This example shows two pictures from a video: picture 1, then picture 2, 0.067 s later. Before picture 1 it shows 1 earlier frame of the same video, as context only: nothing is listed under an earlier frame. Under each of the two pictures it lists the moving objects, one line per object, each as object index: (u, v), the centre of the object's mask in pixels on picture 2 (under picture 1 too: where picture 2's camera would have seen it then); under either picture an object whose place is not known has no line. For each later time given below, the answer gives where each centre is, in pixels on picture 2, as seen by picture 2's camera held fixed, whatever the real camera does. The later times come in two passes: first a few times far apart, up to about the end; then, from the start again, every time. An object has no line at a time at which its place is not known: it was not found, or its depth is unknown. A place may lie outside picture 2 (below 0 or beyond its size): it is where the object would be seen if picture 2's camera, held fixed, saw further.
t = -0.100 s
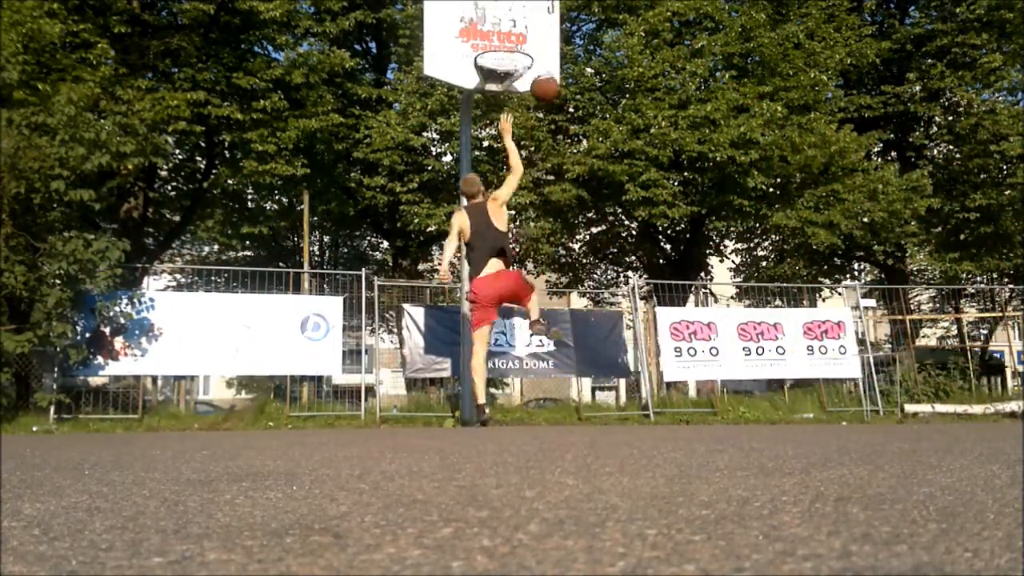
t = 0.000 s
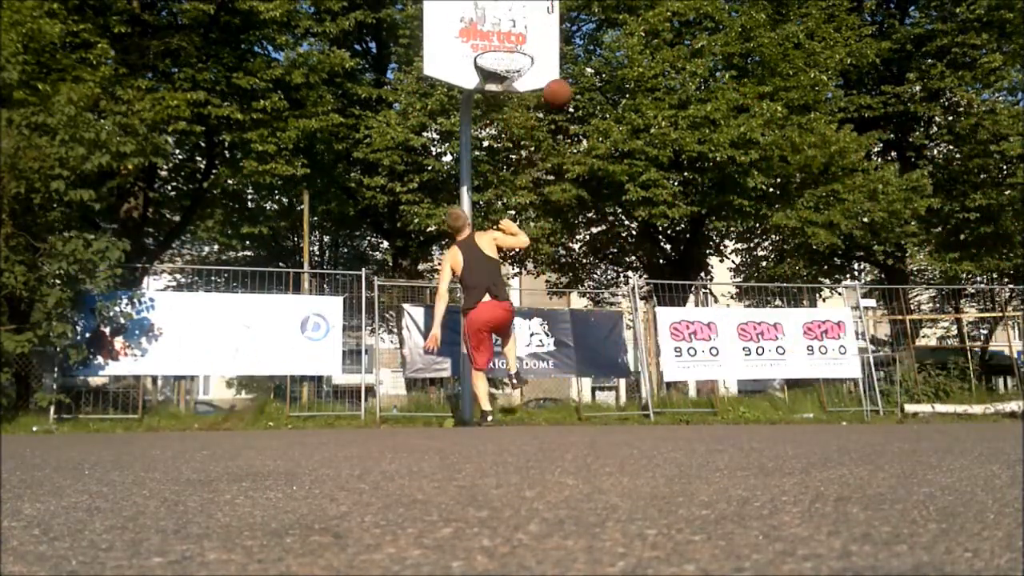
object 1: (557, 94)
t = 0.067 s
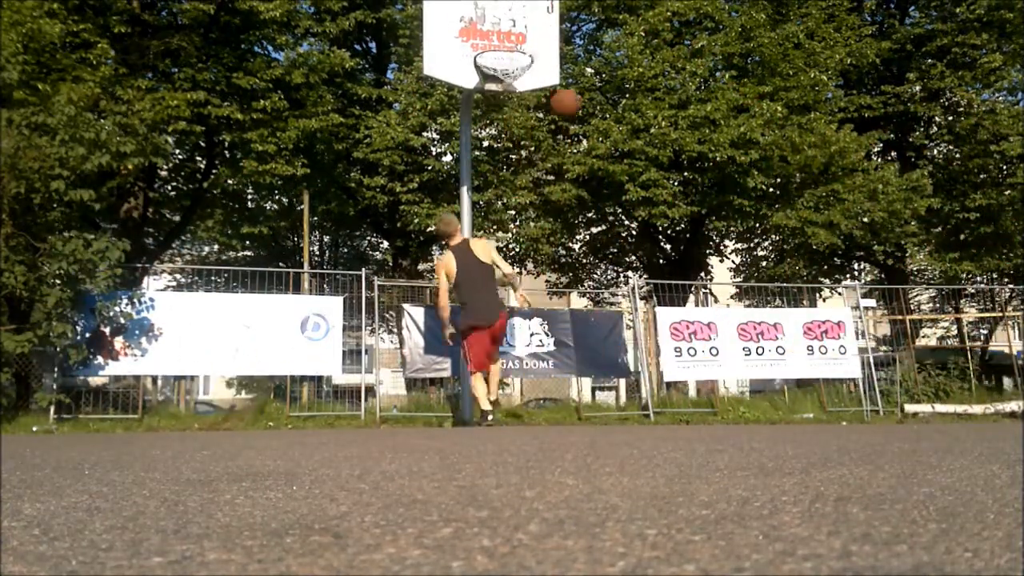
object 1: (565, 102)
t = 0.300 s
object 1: (599, 188)
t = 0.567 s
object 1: (648, 396)
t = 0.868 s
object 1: (630, 232)
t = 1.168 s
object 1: (611, 153)
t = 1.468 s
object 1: (594, 200)
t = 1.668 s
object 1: (583, 317)
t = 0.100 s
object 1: (571, 110)
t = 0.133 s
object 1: (575, 119)
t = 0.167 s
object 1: (579, 130)
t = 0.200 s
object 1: (584, 142)
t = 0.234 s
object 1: (590, 156)
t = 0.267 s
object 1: (595, 171)
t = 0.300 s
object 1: (599, 188)
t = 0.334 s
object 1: (605, 206)
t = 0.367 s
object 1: (611, 228)
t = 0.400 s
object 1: (616, 251)
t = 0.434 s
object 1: (622, 275)
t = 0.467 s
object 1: (628, 302)
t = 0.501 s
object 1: (634, 331)
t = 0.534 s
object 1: (641, 362)
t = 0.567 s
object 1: (648, 396)
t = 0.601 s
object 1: (648, 398)
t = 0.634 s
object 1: (646, 373)
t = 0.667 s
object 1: (644, 348)
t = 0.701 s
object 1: (641, 325)
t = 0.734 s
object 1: (639, 304)
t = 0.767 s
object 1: (637, 283)
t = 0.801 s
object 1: (634, 265)
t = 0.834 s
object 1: (632, 247)
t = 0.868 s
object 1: (630, 232)
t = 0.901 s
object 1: (628, 217)
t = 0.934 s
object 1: (625, 203)
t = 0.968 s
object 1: (623, 192)
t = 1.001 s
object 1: (620, 183)
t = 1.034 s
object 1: (619, 174)
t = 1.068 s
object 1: (617, 166)
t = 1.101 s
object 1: (615, 160)
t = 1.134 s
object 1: (613, 156)
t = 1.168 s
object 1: (611, 153)
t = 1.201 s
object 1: (609, 152)
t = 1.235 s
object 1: (607, 153)
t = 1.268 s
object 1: (605, 153)
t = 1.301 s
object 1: (604, 158)
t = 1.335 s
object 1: (601, 162)
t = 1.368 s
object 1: (600, 170)
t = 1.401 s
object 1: (598, 178)
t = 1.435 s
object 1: (596, 188)
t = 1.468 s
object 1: (594, 200)
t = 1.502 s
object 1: (593, 214)
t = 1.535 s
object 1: (590, 231)
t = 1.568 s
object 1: (589, 250)
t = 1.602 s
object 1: (587, 269)
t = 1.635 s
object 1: (585, 292)
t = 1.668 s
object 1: (583, 317)
